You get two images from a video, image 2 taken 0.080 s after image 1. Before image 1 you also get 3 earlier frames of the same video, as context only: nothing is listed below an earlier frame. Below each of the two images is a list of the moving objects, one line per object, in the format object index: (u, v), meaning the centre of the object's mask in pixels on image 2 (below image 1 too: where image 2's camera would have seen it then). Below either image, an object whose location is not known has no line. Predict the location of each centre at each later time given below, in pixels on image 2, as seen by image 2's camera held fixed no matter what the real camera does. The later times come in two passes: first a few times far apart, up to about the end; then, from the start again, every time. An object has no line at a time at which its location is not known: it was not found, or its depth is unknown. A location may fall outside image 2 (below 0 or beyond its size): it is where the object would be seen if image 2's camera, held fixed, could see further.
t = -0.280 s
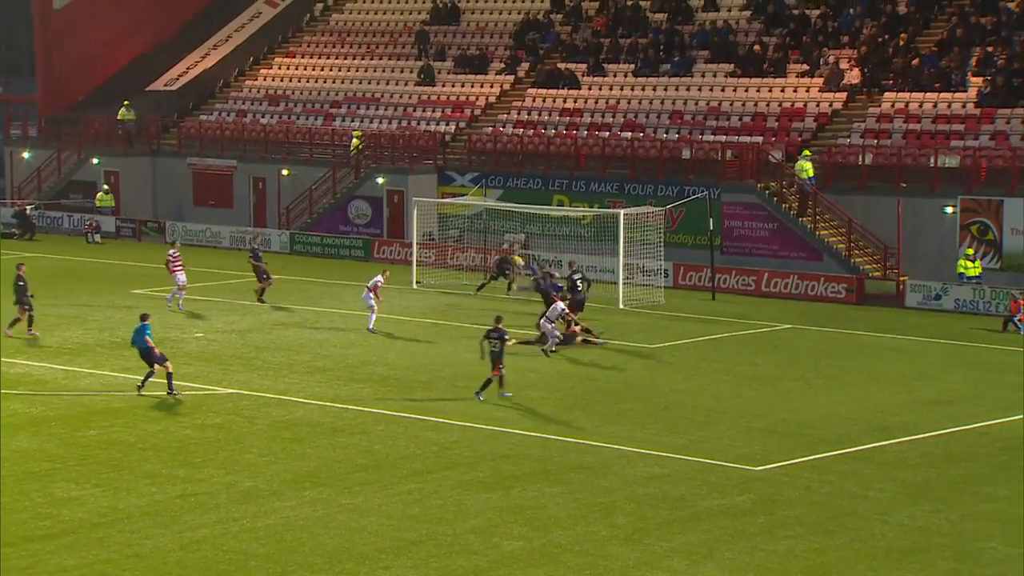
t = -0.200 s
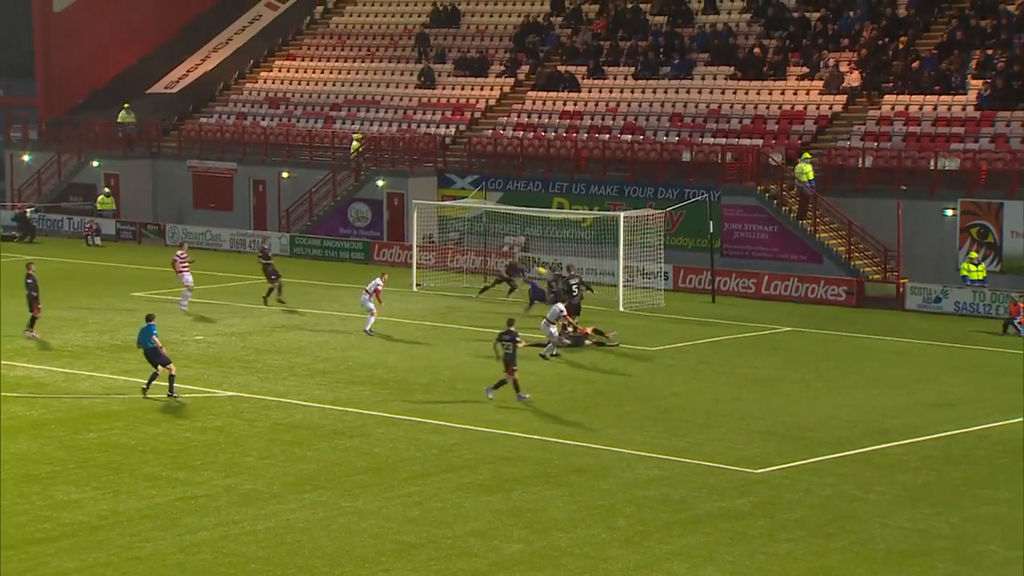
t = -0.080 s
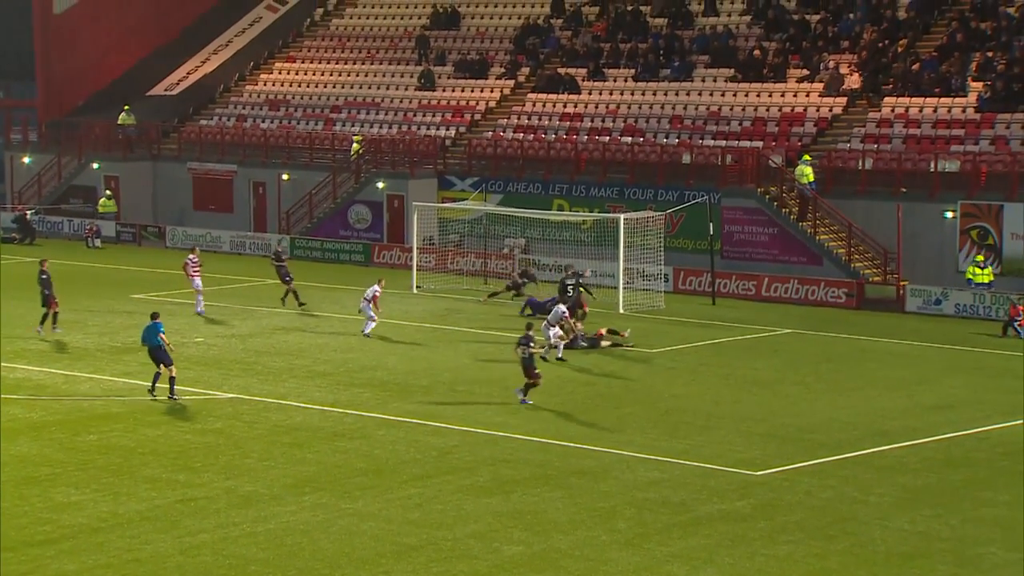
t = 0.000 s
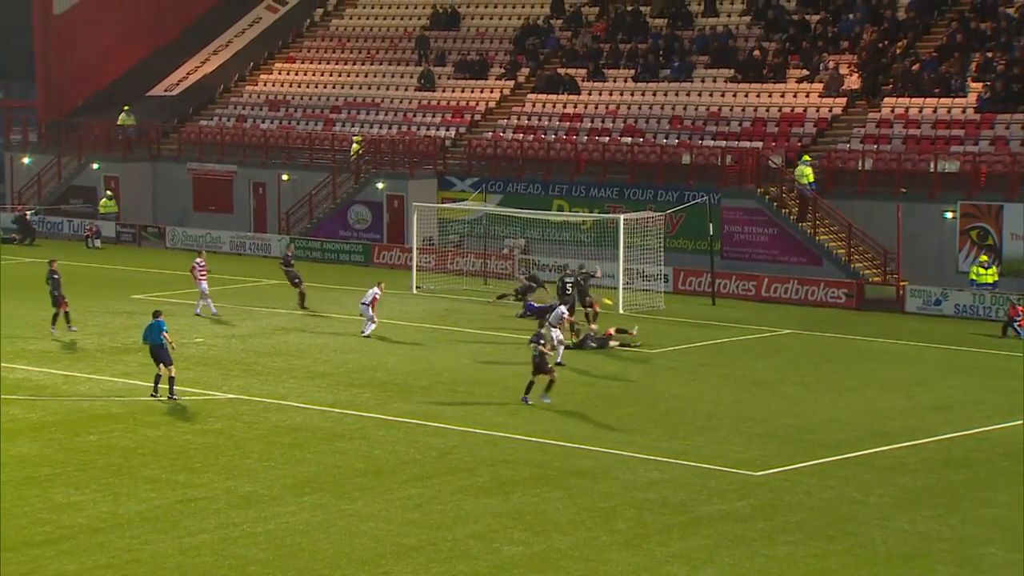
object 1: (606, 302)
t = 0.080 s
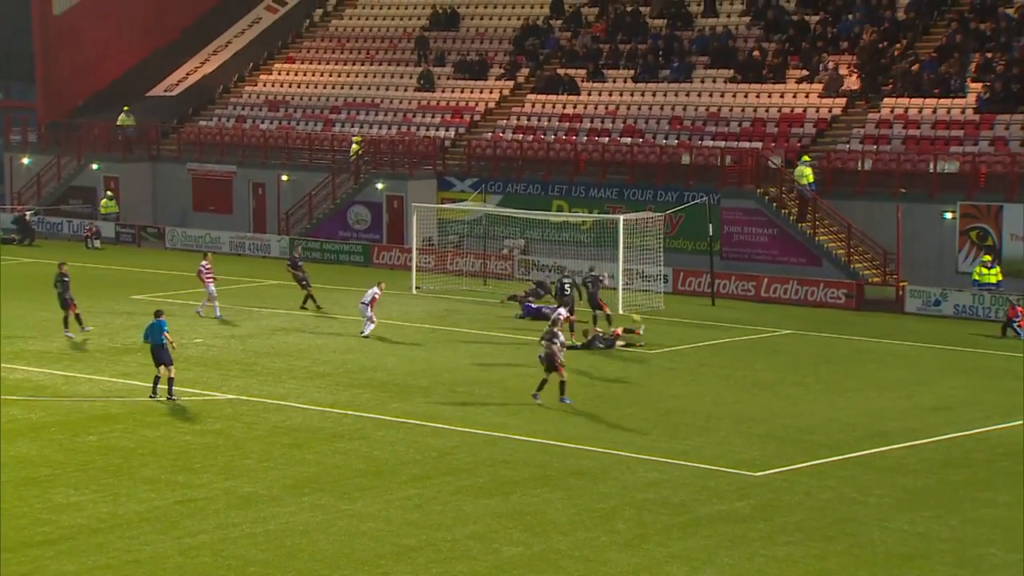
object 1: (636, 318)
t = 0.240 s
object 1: (691, 321)
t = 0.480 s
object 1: (775, 328)
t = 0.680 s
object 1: (849, 359)
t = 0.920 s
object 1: (933, 362)
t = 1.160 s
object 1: (1019, 389)
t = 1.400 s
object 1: (1098, 395)
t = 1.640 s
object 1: (1177, 415)
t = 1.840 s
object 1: (1239, 432)
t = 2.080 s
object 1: (1312, 446)
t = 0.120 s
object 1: (651, 326)
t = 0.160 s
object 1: (663, 325)
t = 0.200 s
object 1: (677, 322)
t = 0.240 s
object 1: (691, 321)
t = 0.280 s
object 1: (704, 319)
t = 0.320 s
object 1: (718, 320)
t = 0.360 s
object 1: (732, 321)
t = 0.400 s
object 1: (746, 323)
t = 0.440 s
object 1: (761, 326)
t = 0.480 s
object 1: (775, 328)
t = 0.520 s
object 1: (791, 334)
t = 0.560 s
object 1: (805, 338)
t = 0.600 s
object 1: (819, 344)
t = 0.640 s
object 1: (835, 351)
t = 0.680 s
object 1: (849, 359)
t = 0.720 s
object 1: (863, 360)
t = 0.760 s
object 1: (877, 359)
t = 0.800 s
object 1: (890, 358)
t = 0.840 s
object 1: (905, 358)
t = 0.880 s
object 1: (919, 360)
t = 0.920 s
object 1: (933, 362)
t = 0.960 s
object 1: (947, 365)
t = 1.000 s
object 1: (961, 369)
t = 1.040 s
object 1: (975, 374)
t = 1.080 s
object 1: (991, 380)
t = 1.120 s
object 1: (1005, 386)
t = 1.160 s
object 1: (1019, 389)
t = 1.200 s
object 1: (1032, 388)
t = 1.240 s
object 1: (1045, 387)
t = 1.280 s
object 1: (1058, 388)
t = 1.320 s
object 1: (1071, 390)
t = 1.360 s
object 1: (1084, 392)
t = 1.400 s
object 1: (1098, 395)
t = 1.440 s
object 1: (1112, 399)
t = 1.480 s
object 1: (1125, 405)
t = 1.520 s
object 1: (1139, 411)
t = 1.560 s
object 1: (1152, 415)
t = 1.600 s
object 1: (1164, 415)
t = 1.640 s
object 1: (1177, 415)
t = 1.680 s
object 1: (1189, 417)
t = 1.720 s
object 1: (1202, 420)
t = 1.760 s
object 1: (1214, 424)
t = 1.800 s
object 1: (1227, 428)
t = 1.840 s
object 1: (1239, 432)
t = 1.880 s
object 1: (1251, 432)
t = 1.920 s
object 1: (1263, 432)
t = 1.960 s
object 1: (1275, 434)
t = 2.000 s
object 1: (1287, 437)
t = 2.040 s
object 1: (1300, 441)
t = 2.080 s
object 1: (1312, 446)
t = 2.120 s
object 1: (1325, 448)
